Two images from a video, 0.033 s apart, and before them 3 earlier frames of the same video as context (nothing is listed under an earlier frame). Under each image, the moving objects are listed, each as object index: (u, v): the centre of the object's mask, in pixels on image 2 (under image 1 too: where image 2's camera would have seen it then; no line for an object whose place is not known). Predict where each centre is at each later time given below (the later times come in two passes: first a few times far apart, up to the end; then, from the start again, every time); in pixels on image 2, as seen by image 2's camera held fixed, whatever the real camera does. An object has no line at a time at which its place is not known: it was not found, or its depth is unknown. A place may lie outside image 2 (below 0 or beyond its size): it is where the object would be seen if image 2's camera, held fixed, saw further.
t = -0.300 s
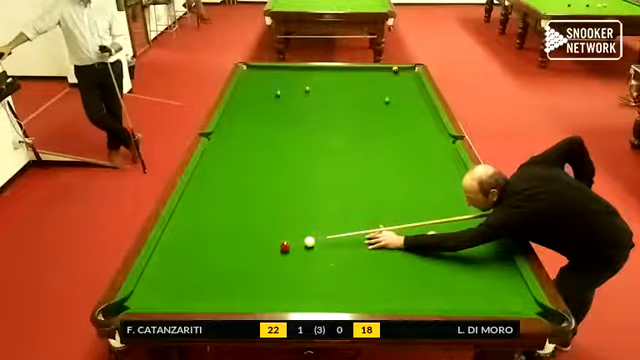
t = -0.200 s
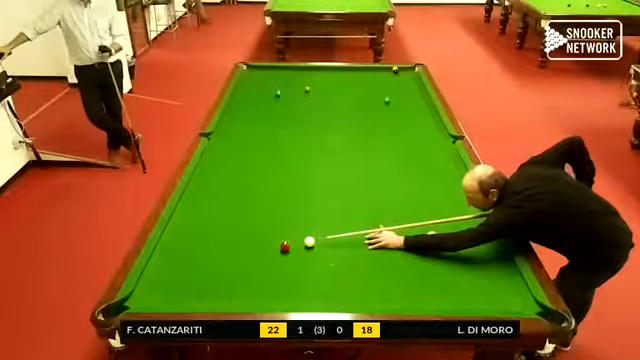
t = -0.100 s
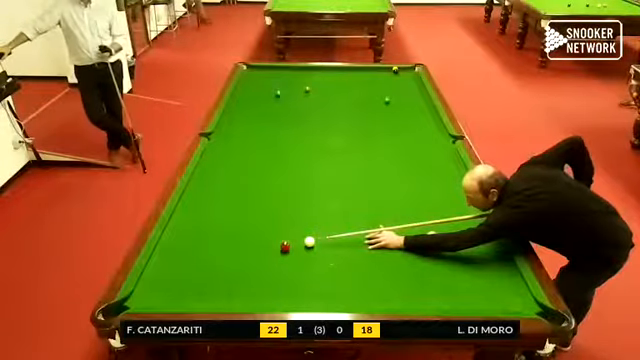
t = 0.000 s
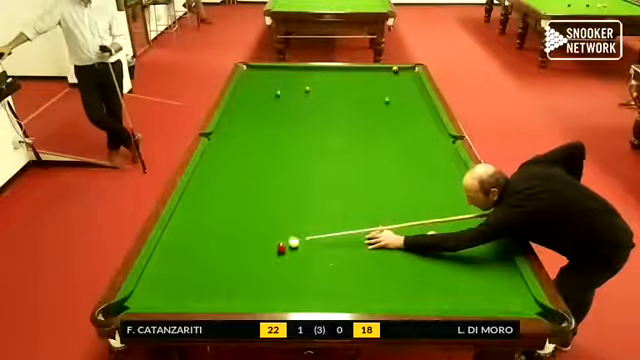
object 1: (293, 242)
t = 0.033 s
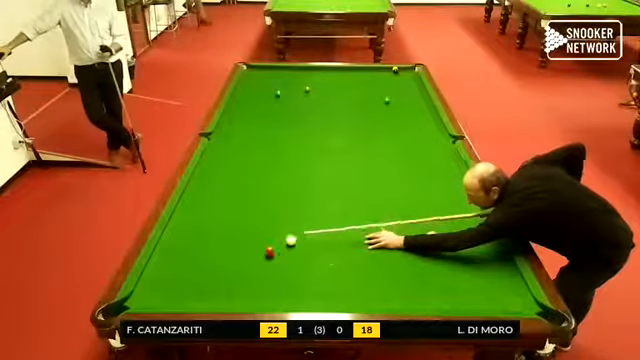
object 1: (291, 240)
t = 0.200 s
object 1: (279, 230)
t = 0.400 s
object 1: (265, 220)
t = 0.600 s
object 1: (253, 211)
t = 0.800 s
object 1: (241, 203)
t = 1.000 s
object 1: (230, 195)
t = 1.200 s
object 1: (220, 189)
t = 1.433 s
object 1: (209, 181)
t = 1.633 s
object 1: (201, 176)
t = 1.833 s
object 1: (201, 171)
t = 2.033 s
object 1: (209, 166)
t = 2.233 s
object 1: (217, 162)
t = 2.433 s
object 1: (225, 158)
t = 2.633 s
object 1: (231, 155)
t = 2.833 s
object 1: (237, 152)
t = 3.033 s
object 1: (242, 150)
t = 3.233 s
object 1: (247, 147)
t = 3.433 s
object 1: (251, 145)
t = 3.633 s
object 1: (255, 144)
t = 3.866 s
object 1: (259, 142)
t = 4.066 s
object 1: (261, 141)
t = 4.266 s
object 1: (264, 140)
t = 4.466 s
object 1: (266, 139)
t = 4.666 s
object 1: (267, 139)
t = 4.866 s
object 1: (268, 138)
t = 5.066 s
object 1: (269, 138)
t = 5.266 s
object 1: (270, 138)
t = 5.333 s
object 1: (269, 138)
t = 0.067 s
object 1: (288, 238)
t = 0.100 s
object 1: (286, 236)
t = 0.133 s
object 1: (283, 234)
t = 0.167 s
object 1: (281, 232)
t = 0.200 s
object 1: (279, 230)
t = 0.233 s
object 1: (276, 229)
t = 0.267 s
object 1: (274, 227)
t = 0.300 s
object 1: (272, 225)
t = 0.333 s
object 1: (270, 223)
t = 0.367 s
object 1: (267, 222)
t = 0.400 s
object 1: (265, 220)
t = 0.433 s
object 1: (263, 219)
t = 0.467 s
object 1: (261, 218)
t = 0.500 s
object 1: (259, 216)
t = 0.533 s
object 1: (257, 214)
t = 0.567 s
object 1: (255, 213)
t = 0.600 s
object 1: (253, 211)
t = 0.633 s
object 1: (250, 210)
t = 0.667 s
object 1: (248, 209)
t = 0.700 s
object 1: (247, 207)
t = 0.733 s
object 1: (245, 206)
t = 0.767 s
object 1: (243, 204)
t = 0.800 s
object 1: (241, 203)
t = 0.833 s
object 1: (239, 202)
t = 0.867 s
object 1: (237, 200)
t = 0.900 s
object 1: (235, 199)
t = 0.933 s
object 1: (233, 198)
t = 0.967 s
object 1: (232, 197)
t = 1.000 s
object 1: (230, 195)
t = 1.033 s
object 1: (228, 194)
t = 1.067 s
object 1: (226, 193)
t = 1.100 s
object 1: (225, 192)
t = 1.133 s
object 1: (223, 191)
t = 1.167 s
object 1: (221, 190)
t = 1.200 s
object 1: (220, 189)
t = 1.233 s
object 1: (218, 188)
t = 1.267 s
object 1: (216, 186)
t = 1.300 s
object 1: (215, 185)
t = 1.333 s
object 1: (213, 185)
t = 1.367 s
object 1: (212, 184)
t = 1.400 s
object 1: (210, 182)
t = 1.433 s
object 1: (209, 181)
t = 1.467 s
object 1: (207, 180)
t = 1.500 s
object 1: (206, 179)
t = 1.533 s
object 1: (204, 178)
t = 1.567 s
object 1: (204, 178)
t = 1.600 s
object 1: (201, 177)
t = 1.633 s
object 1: (201, 176)
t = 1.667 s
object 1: (199, 175)
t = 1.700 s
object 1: (197, 174)
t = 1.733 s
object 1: (196, 173)
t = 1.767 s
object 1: (197, 172)
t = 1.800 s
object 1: (199, 171)
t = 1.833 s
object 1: (201, 171)
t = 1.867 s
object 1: (202, 170)
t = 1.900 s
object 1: (204, 169)
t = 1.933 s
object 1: (204, 168)
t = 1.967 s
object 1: (206, 168)
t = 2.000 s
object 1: (208, 167)
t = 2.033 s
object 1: (209, 166)
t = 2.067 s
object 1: (210, 166)
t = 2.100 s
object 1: (211, 165)
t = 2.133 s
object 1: (214, 164)
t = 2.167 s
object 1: (215, 164)
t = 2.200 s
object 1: (216, 163)
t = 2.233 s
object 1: (217, 162)
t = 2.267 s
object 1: (219, 162)
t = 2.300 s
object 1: (220, 161)
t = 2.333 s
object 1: (221, 160)
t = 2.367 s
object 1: (222, 159)
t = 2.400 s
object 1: (224, 159)
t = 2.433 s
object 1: (225, 158)
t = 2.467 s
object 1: (226, 158)
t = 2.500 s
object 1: (227, 157)
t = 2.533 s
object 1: (228, 157)
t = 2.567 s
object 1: (229, 156)
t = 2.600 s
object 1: (230, 156)
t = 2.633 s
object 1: (231, 155)
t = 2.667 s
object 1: (232, 155)
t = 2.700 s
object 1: (233, 154)
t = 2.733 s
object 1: (234, 154)
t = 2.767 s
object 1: (235, 153)
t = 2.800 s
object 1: (236, 153)
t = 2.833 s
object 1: (237, 152)
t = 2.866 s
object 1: (238, 152)
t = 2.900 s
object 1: (239, 152)
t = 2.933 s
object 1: (239, 151)
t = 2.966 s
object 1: (240, 151)
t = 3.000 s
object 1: (241, 150)
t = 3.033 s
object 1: (242, 150)
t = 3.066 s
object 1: (243, 150)
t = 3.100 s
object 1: (244, 149)
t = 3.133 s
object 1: (245, 149)
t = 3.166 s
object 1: (246, 148)
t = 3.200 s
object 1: (246, 148)
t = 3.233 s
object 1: (247, 147)
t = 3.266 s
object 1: (247, 147)
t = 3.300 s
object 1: (248, 147)
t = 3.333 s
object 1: (249, 146)
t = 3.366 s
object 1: (250, 146)
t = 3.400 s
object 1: (251, 146)
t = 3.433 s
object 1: (251, 145)
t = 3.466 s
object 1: (252, 145)
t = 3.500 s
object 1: (253, 145)
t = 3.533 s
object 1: (253, 145)
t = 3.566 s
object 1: (254, 144)
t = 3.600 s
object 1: (254, 144)
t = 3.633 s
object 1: (255, 144)
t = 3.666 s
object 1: (255, 143)
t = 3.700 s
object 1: (255, 143)
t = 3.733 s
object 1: (256, 143)
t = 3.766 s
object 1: (257, 143)
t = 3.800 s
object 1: (257, 142)
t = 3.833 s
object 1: (258, 142)
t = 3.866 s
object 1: (259, 142)
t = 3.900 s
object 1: (259, 142)
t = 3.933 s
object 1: (259, 142)
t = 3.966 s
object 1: (259, 141)
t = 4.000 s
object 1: (260, 141)
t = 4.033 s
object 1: (261, 141)
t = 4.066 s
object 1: (261, 141)
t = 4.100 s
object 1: (262, 140)
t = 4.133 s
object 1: (262, 140)
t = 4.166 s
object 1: (263, 140)
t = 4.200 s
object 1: (263, 140)
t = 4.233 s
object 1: (263, 140)
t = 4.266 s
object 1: (264, 140)
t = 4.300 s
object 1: (264, 139)
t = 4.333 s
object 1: (264, 139)
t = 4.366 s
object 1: (265, 139)
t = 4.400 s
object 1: (265, 139)
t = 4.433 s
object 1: (266, 139)
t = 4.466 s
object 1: (266, 139)
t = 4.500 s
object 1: (266, 139)
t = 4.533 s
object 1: (266, 139)
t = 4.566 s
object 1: (266, 139)
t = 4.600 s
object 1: (267, 139)
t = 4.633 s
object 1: (267, 139)
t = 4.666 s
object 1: (267, 139)
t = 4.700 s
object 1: (267, 139)
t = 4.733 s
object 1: (268, 138)
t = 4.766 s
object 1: (268, 138)
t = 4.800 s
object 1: (268, 138)
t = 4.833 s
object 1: (268, 138)
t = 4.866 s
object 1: (268, 138)
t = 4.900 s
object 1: (268, 138)
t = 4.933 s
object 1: (269, 138)
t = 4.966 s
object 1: (267, 139)
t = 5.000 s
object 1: (269, 137)
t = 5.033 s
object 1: (269, 138)
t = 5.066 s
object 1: (269, 138)
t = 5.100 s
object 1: (269, 138)
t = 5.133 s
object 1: (269, 138)
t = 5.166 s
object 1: (269, 138)
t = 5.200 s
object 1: (270, 138)
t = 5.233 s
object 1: (269, 138)
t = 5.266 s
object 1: (270, 138)
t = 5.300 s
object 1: (269, 138)
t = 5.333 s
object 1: (269, 138)
